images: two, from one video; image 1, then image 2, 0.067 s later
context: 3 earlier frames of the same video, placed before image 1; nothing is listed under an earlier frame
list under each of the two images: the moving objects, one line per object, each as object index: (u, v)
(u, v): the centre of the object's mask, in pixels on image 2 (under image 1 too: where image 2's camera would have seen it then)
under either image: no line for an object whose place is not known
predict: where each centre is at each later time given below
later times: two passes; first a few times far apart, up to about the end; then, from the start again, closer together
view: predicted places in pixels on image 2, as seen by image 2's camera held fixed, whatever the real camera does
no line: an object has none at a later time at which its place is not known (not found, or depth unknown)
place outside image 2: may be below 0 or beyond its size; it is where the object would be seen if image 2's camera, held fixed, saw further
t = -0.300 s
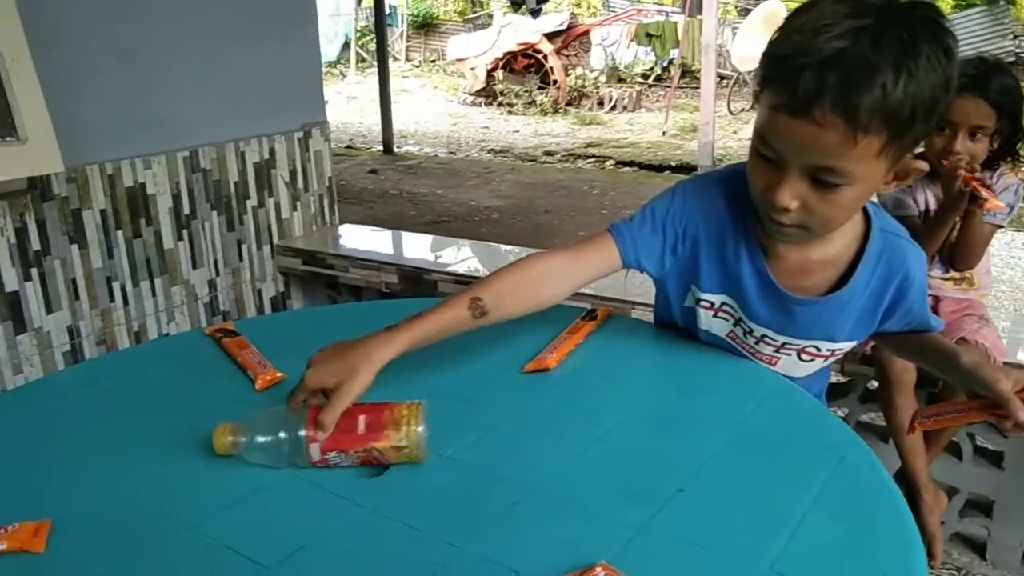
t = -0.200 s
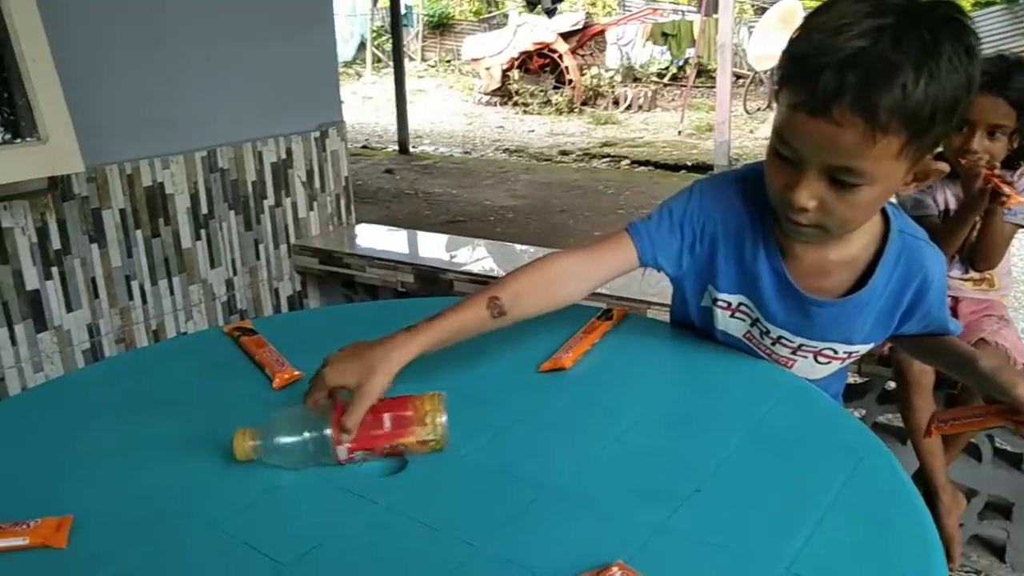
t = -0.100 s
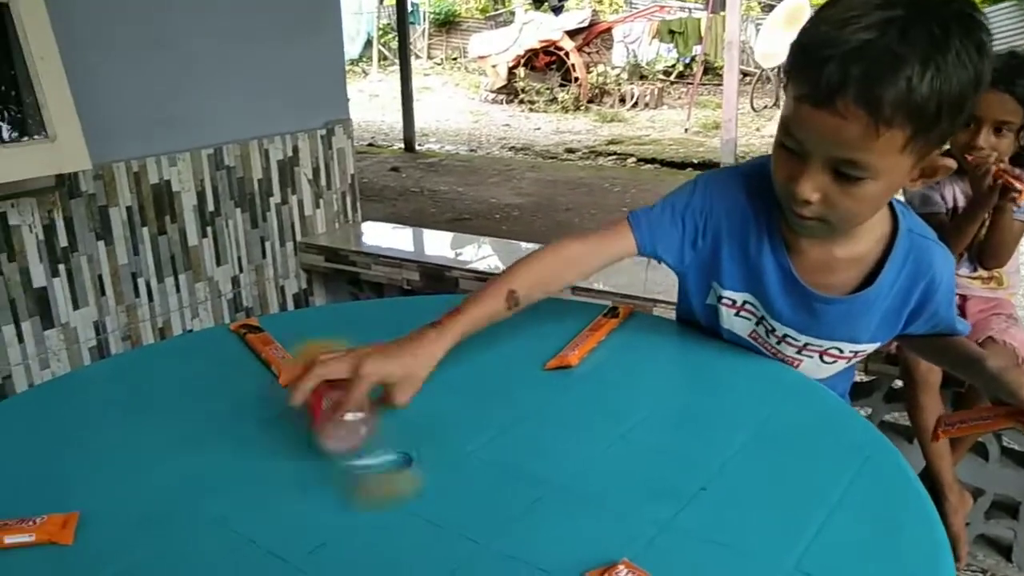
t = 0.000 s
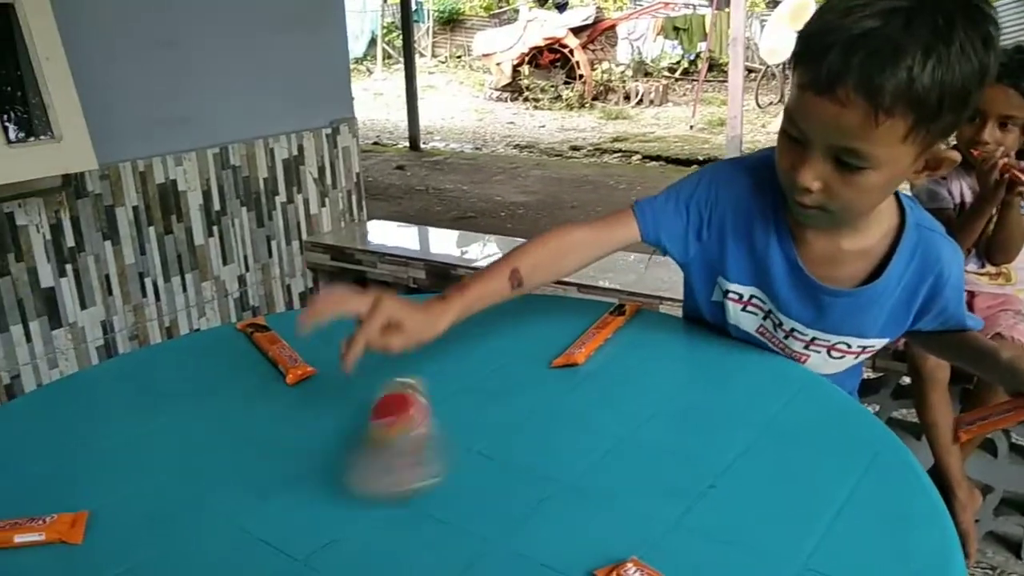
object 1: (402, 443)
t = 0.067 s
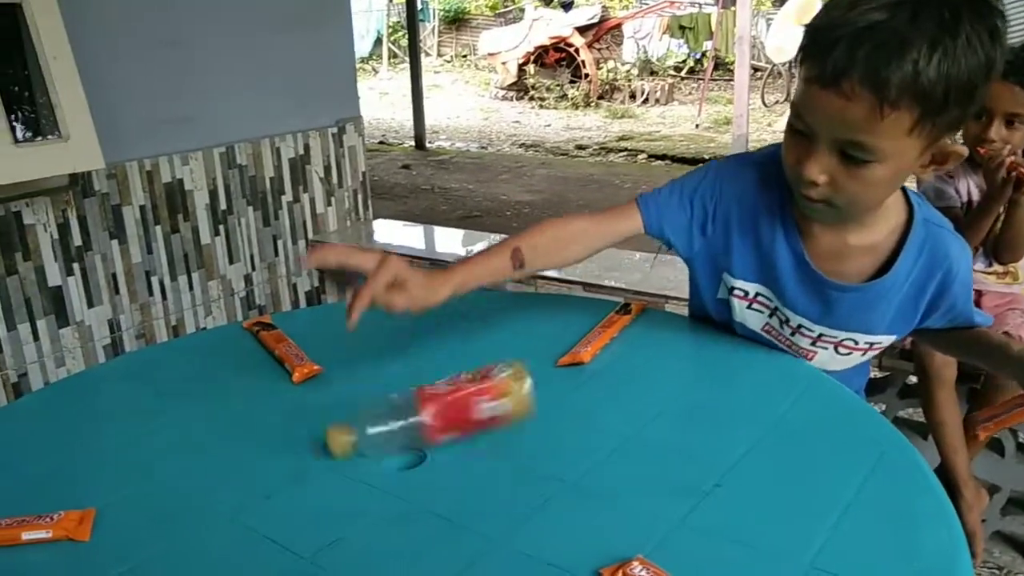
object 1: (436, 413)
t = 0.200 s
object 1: (444, 404)
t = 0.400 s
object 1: (468, 400)
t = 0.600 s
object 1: (459, 407)
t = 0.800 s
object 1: (479, 404)
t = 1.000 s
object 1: (453, 406)
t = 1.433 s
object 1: (468, 404)
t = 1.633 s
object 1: (448, 416)
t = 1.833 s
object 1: (490, 437)
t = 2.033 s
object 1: (509, 410)
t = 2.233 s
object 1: (498, 399)
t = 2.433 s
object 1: (473, 396)
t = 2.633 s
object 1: (444, 403)
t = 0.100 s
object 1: (439, 412)
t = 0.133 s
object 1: (444, 411)
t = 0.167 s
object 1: (449, 406)
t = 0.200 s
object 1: (444, 404)
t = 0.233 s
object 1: (446, 410)
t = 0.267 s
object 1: (443, 420)
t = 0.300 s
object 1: (458, 427)
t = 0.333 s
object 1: (476, 415)
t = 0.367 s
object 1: (474, 404)
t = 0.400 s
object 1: (468, 400)
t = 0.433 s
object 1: (468, 399)
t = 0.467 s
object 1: (465, 401)
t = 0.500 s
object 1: (467, 403)
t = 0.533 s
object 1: (464, 402)
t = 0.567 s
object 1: (461, 404)
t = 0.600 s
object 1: (459, 407)
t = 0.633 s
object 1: (454, 415)
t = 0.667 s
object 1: (465, 423)
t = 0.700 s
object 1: (482, 420)
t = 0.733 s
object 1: (484, 411)
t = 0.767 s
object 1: (478, 406)
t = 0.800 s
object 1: (479, 404)
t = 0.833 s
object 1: (474, 402)
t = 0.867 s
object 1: (470, 403)
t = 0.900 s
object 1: (467, 403)
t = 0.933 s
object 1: (464, 405)
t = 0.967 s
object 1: (458, 405)
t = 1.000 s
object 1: (453, 406)
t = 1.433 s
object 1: (468, 404)
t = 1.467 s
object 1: (465, 405)
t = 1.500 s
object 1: (460, 406)
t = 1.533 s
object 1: (455, 407)
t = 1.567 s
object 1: (450, 409)
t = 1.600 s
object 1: (447, 413)
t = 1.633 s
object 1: (448, 416)
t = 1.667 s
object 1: (443, 422)
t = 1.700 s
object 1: (444, 428)
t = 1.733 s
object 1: (451, 433)
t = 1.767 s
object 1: (461, 438)
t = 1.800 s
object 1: (477, 439)
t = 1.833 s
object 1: (490, 437)
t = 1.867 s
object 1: (502, 431)
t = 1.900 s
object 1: (508, 426)
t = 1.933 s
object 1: (512, 421)
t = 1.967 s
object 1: (512, 416)
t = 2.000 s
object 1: (510, 412)
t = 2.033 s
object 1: (509, 410)
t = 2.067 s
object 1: (509, 408)
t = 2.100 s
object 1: (508, 406)
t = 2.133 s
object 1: (507, 404)
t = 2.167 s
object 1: (505, 402)
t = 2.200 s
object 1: (502, 401)
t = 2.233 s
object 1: (498, 399)
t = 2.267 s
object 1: (494, 399)
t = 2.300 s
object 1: (491, 398)
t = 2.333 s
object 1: (487, 399)
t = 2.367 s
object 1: (483, 397)
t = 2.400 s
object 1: (478, 397)
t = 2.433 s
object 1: (473, 396)
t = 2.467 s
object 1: (468, 398)
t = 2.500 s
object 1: (463, 398)
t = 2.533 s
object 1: (458, 398)
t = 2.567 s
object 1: (452, 400)
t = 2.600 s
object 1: (448, 402)
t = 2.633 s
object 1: (444, 403)
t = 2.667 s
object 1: (440, 404)
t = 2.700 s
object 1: (437, 405)
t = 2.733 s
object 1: (433, 406)
